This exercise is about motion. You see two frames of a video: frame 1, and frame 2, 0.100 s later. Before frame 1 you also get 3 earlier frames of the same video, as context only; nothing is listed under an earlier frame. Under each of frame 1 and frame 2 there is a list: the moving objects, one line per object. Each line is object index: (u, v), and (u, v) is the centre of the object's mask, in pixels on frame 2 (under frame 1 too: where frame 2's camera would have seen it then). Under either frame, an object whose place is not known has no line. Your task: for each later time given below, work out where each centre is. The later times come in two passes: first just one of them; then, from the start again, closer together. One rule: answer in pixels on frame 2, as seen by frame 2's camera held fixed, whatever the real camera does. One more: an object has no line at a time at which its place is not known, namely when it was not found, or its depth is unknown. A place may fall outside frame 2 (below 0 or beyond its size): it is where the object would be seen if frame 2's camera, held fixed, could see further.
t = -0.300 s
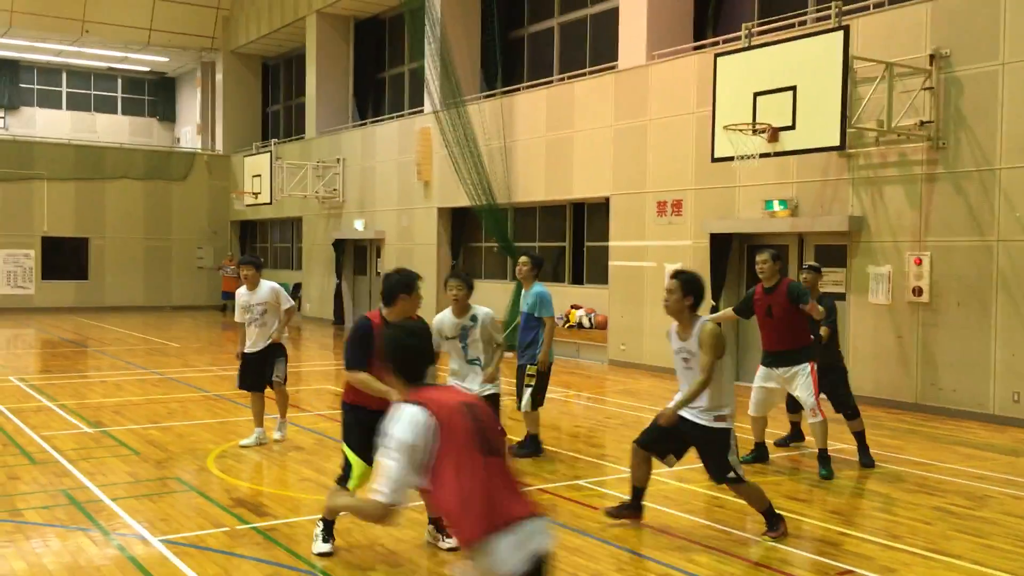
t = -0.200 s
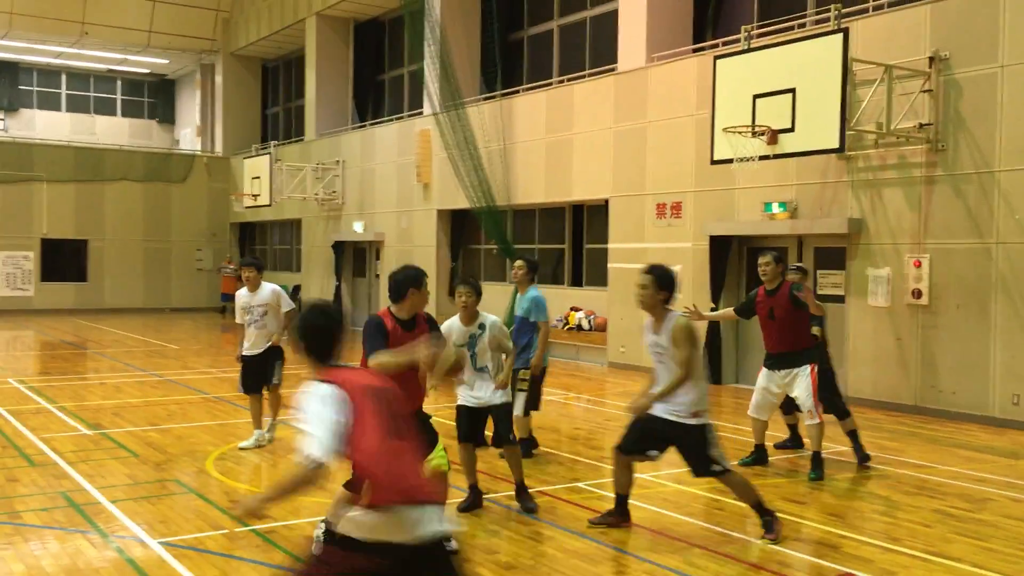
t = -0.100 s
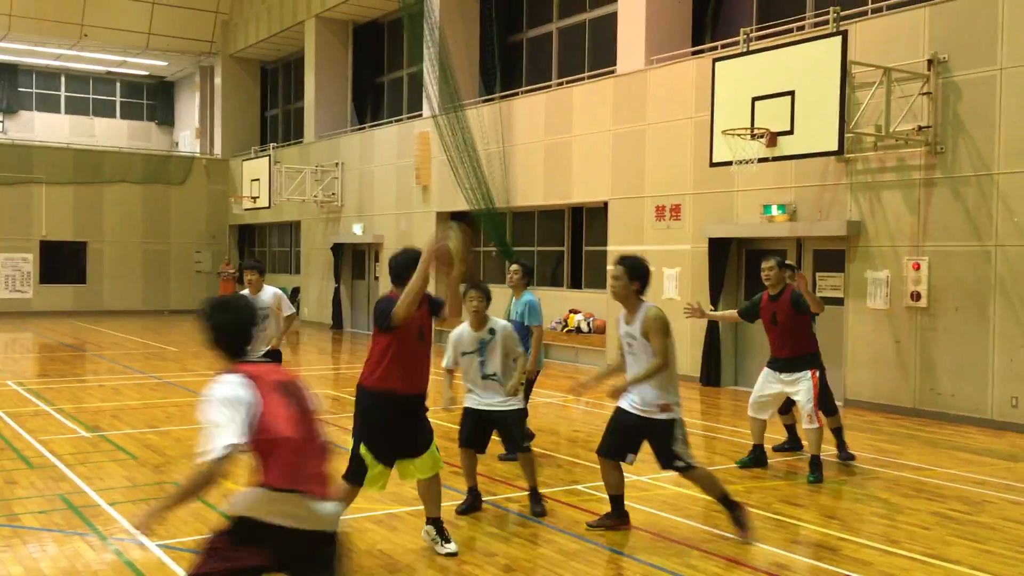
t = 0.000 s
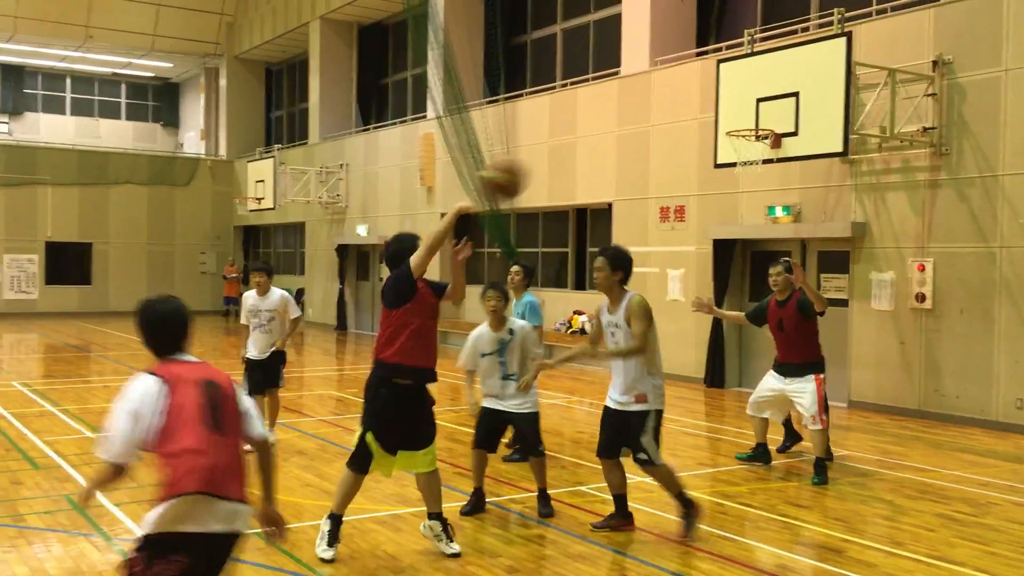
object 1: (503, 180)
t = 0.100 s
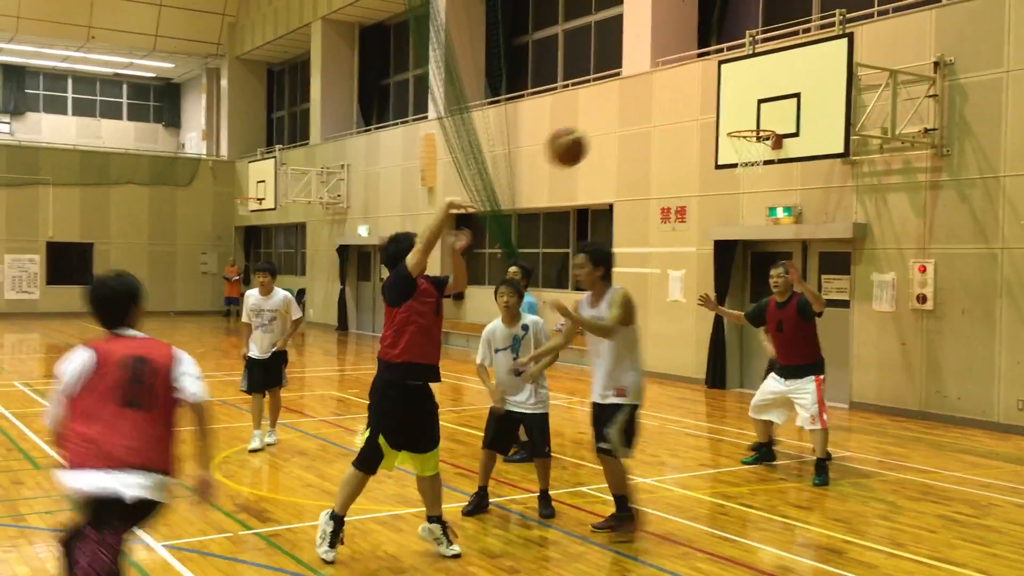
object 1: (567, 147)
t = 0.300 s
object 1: (668, 134)
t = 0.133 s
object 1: (586, 140)
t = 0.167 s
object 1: (604, 135)
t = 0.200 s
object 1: (620, 133)
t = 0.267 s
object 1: (653, 132)
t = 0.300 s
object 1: (668, 134)
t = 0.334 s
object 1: (682, 137)
